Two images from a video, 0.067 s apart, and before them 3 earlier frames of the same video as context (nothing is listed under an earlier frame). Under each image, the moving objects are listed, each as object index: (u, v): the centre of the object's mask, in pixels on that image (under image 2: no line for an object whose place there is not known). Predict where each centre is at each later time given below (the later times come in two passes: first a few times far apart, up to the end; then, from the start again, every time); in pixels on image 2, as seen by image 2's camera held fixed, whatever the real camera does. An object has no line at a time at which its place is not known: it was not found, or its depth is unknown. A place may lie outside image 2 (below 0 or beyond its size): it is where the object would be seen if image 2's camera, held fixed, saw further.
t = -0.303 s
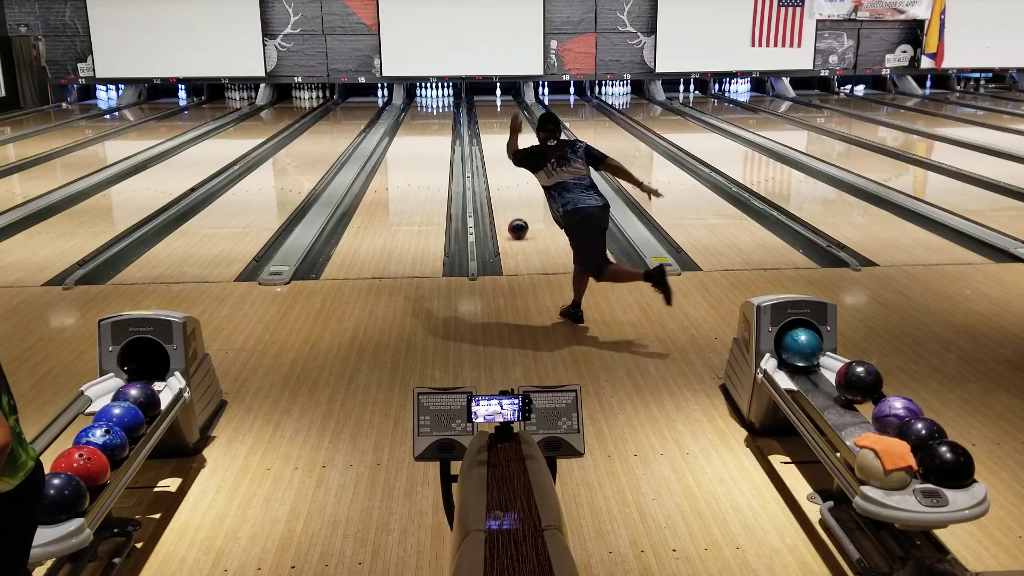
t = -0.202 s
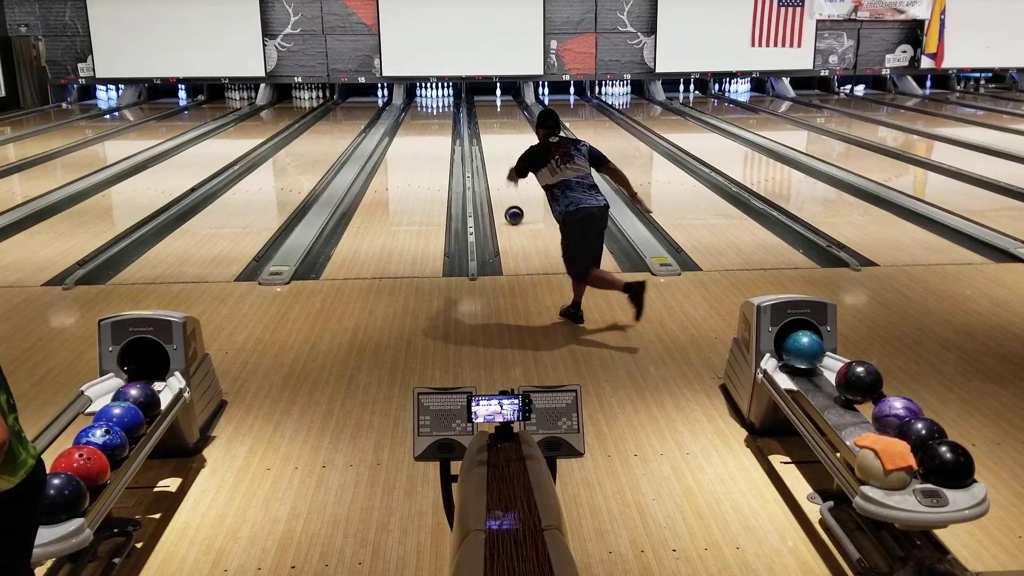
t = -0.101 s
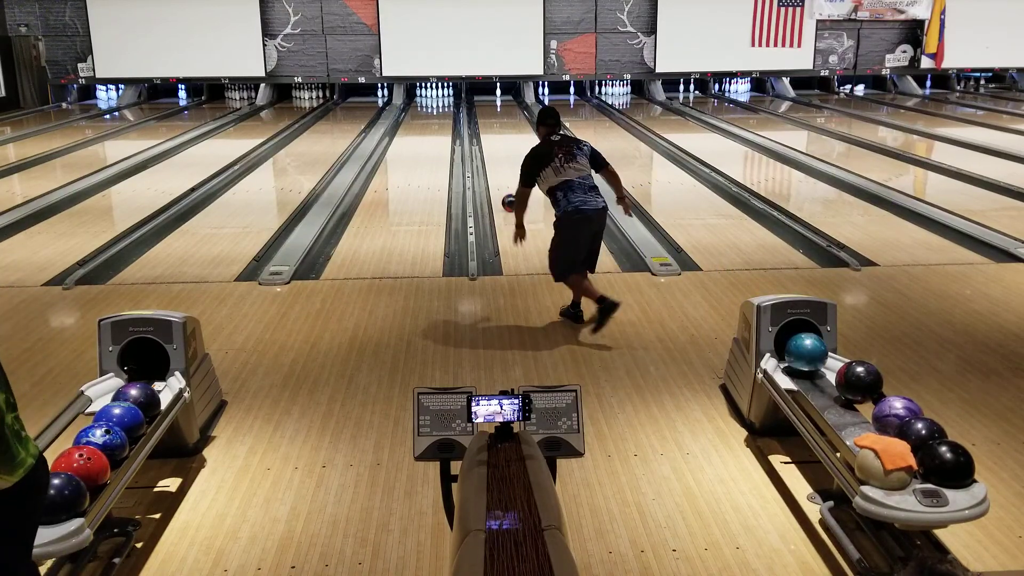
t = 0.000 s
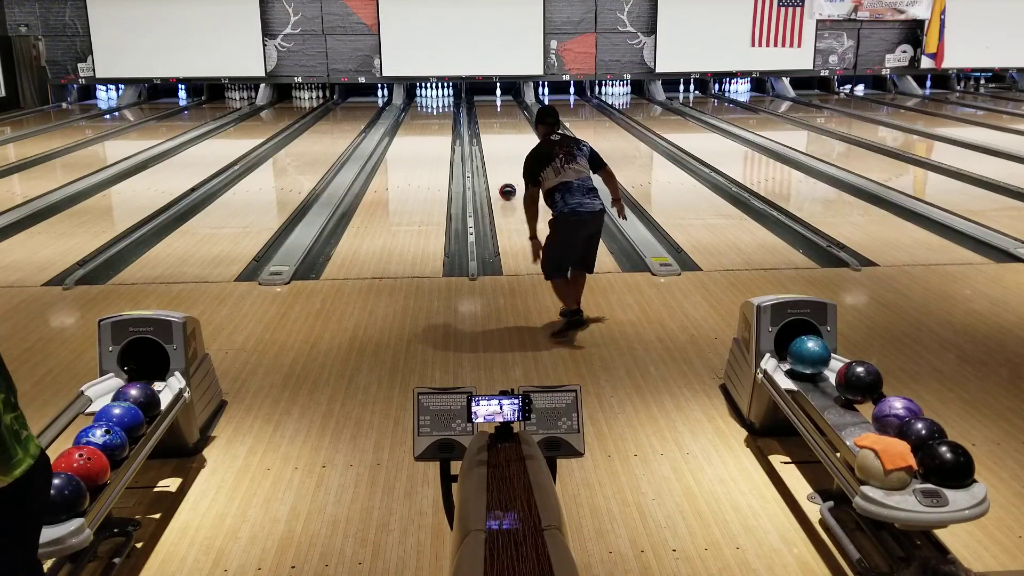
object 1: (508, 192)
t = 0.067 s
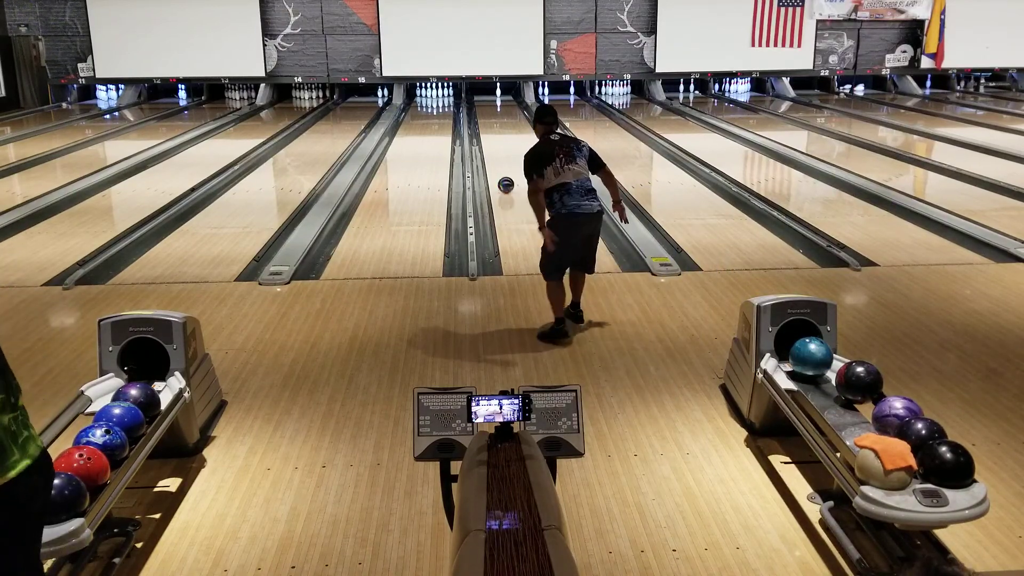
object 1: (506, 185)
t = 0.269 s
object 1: (501, 168)
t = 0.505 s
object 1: (497, 152)
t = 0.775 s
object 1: (494, 137)
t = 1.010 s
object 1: (492, 127)
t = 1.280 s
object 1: (491, 117)
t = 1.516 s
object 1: (490, 110)
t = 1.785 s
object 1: (491, 103)
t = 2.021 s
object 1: (492, 98)
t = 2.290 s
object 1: (495, 93)
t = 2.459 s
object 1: (492, 92)
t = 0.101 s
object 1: (505, 182)
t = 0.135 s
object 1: (504, 178)
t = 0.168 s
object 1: (503, 176)
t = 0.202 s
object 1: (503, 173)
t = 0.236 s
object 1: (502, 170)
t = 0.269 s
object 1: (501, 168)
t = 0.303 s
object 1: (501, 165)
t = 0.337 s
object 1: (500, 163)
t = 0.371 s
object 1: (499, 160)
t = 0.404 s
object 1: (499, 158)
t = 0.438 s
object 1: (498, 156)
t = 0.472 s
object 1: (498, 154)
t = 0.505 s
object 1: (497, 152)
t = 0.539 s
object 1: (497, 150)
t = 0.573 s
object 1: (497, 148)
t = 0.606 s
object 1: (496, 146)
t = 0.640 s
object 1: (496, 144)
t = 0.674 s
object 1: (495, 142)
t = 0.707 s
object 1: (495, 140)
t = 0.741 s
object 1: (495, 139)
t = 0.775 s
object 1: (494, 137)
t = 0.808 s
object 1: (494, 136)
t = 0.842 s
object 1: (494, 134)
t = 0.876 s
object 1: (493, 133)
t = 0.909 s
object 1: (493, 131)
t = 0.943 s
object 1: (493, 130)
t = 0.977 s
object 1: (493, 128)
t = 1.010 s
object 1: (492, 127)
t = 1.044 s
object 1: (492, 125)
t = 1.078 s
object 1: (492, 124)
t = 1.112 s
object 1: (492, 123)
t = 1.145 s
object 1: (491, 122)
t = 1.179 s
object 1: (491, 120)
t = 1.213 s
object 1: (491, 119)
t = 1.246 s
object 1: (491, 118)
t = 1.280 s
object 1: (491, 117)
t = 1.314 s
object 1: (491, 116)
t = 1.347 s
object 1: (491, 115)
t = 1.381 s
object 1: (490, 114)
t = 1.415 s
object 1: (491, 113)
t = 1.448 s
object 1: (490, 112)
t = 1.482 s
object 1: (490, 110)
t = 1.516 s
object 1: (490, 110)
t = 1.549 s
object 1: (490, 109)
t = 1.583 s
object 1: (490, 108)
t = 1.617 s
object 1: (491, 107)
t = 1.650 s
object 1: (490, 106)
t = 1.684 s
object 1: (491, 106)
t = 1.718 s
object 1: (491, 105)
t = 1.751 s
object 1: (491, 105)
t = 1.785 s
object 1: (491, 103)
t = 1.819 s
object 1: (491, 102)
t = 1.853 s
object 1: (491, 101)
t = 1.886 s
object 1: (492, 100)
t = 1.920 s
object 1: (492, 100)
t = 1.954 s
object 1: (492, 99)
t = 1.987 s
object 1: (492, 98)
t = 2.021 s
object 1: (492, 98)
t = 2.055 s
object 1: (493, 97)
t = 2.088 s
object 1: (493, 97)
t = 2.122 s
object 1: (493, 96)
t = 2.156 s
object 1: (494, 95)
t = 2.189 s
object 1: (494, 95)
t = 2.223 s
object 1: (494, 95)
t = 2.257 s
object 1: (495, 94)
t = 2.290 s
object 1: (495, 93)
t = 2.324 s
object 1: (494, 93)
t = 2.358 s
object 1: (494, 92)
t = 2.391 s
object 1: (494, 92)
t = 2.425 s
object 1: (493, 91)
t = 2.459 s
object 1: (492, 92)
